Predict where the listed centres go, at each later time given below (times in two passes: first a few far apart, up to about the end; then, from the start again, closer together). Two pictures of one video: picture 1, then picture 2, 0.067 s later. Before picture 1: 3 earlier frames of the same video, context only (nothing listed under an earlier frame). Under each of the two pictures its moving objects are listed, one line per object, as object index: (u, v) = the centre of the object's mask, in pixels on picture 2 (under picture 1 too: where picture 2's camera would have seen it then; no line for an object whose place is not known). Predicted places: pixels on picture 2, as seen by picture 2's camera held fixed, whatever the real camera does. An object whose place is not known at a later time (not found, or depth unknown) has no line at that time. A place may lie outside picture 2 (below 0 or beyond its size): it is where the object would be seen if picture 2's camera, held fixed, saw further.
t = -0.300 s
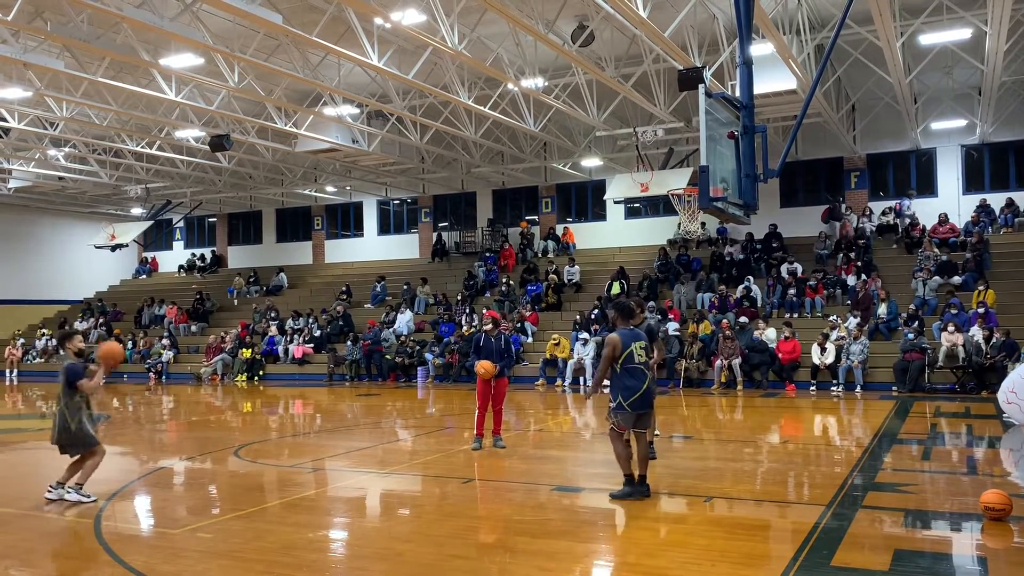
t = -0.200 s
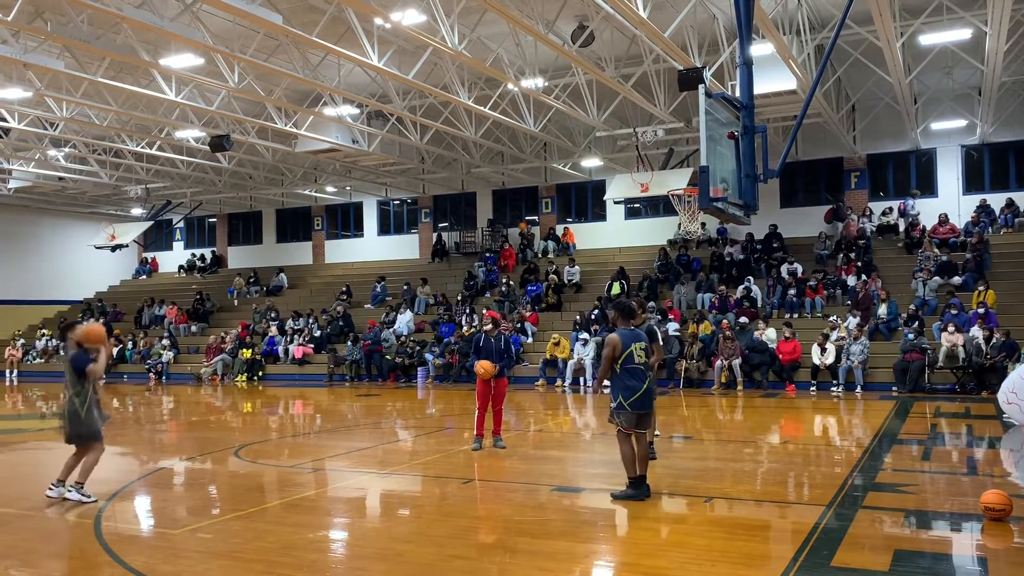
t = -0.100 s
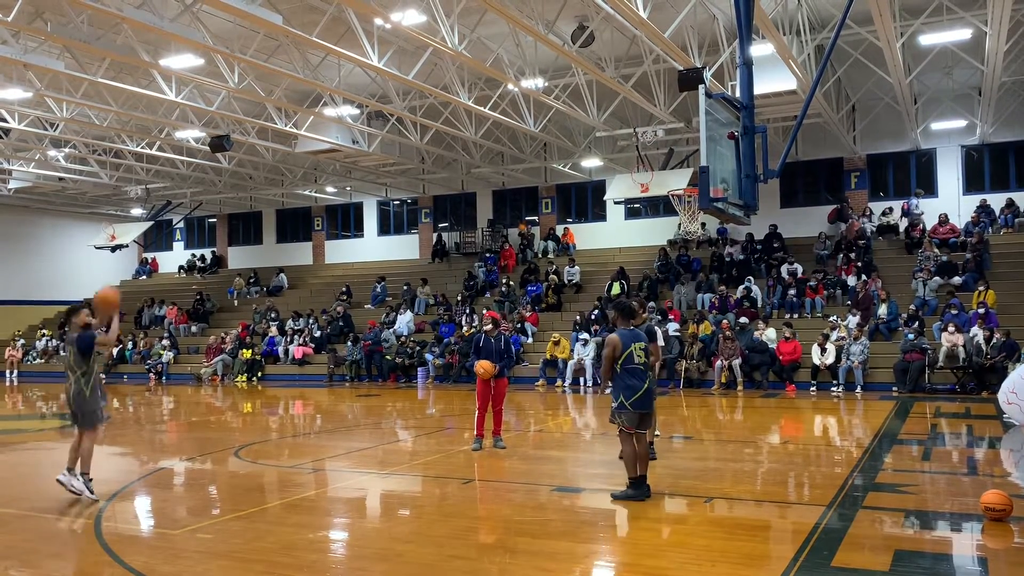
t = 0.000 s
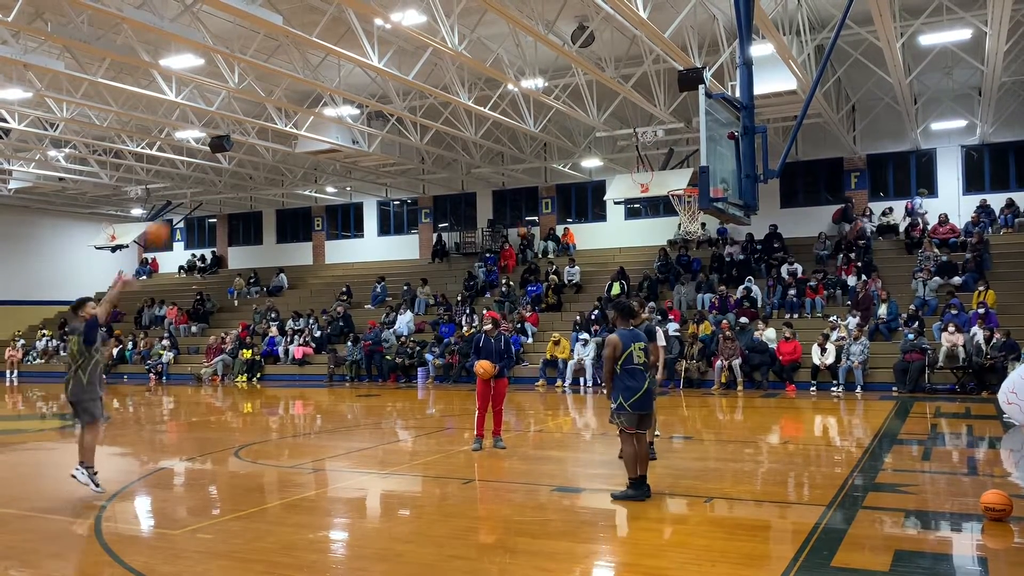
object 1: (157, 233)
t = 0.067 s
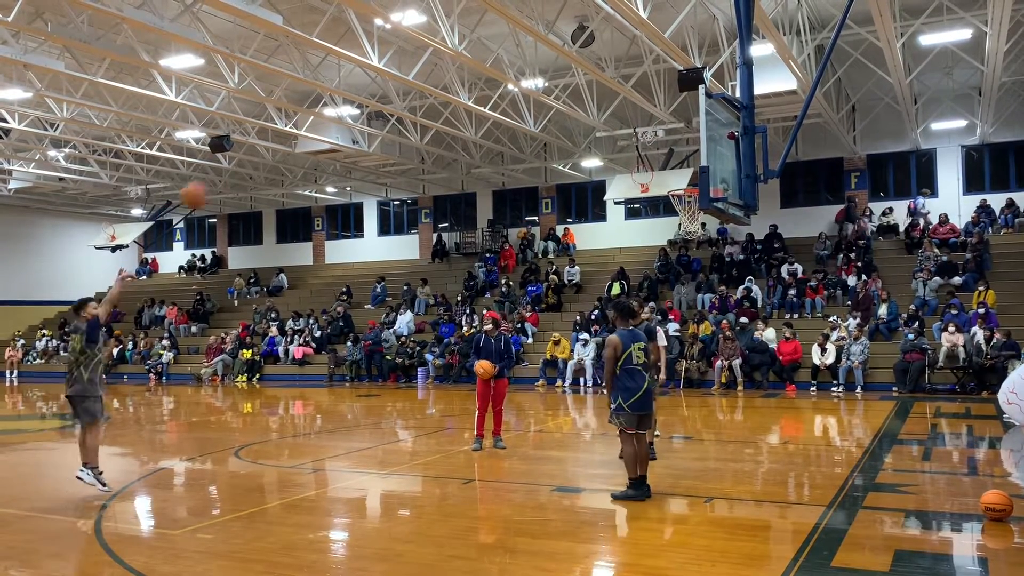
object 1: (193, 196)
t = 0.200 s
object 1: (265, 133)
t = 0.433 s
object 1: (383, 73)
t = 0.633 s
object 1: (476, 62)
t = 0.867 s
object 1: (578, 95)
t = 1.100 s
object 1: (674, 169)
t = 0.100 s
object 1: (211, 178)
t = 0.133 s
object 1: (231, 162)
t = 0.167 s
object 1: (247, 148)
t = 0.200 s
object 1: (265, 133)
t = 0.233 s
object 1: (283, 120)
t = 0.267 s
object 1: (300, 110)
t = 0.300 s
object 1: (317, 100)
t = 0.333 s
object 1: (333, 92)
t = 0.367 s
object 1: (352, 84)
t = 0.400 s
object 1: (368, 78)
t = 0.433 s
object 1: (383, 73)
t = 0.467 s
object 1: (400, 67)
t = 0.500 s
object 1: (415, 64)
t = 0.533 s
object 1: (431, 63)
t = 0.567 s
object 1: (446, 62)
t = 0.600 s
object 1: (463, 62)
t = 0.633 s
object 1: (476, 62)
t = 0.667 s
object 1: (491, 64)
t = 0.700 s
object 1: (506, 67)
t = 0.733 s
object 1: (521, 70)
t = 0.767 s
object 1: (535, 73)
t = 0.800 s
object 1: (550, 81)
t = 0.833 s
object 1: (563, 87)
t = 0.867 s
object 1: (578, 95)
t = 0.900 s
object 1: (592, 103)
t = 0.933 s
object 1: (606, 112)
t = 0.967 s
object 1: (620, 121)
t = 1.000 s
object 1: (634, 133)
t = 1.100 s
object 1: (674, 169)
